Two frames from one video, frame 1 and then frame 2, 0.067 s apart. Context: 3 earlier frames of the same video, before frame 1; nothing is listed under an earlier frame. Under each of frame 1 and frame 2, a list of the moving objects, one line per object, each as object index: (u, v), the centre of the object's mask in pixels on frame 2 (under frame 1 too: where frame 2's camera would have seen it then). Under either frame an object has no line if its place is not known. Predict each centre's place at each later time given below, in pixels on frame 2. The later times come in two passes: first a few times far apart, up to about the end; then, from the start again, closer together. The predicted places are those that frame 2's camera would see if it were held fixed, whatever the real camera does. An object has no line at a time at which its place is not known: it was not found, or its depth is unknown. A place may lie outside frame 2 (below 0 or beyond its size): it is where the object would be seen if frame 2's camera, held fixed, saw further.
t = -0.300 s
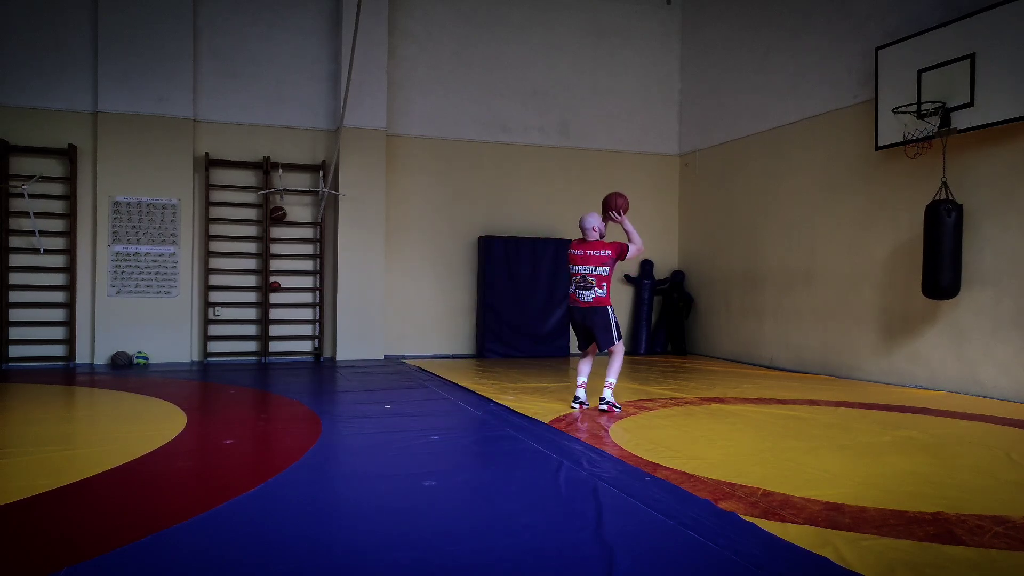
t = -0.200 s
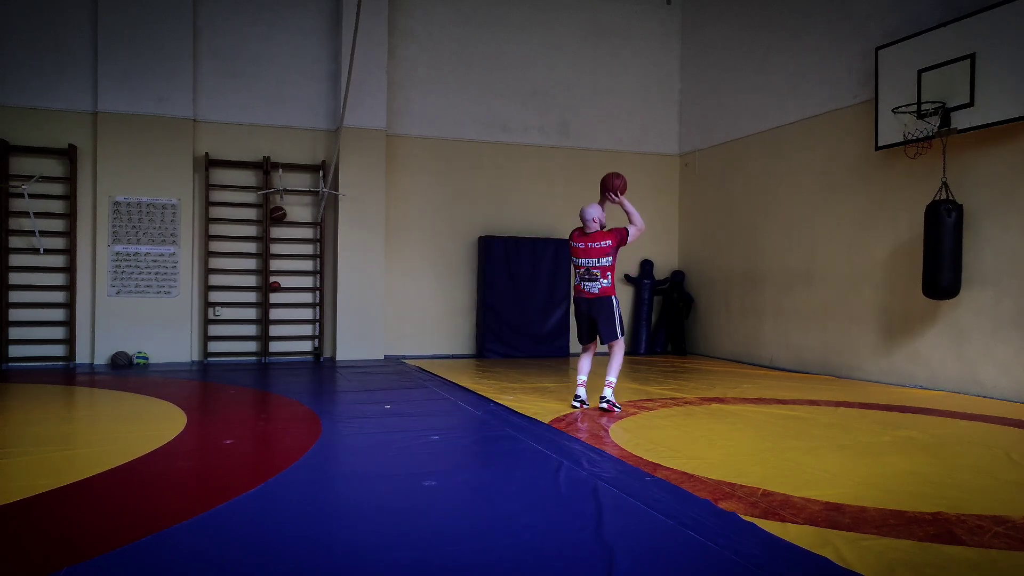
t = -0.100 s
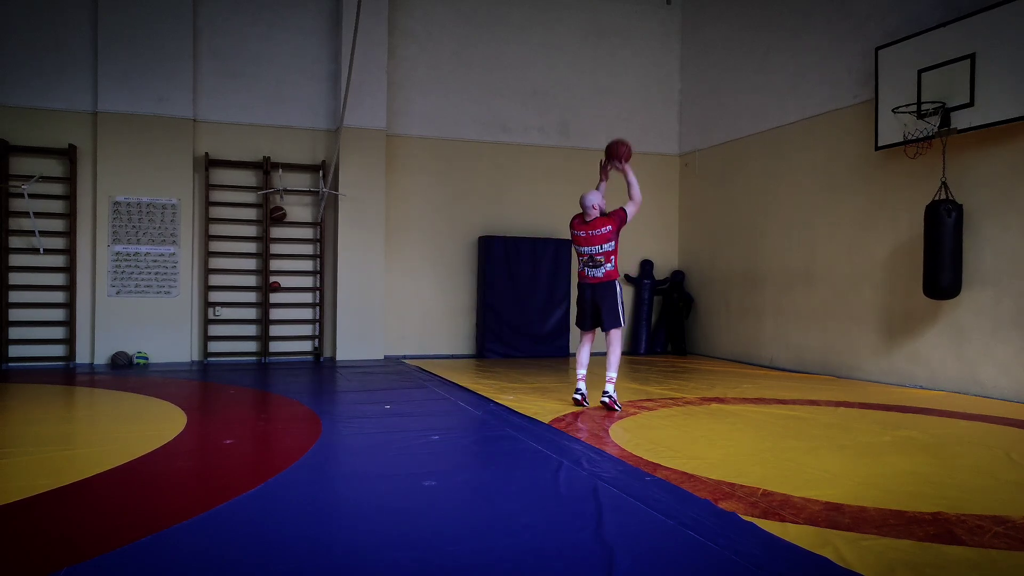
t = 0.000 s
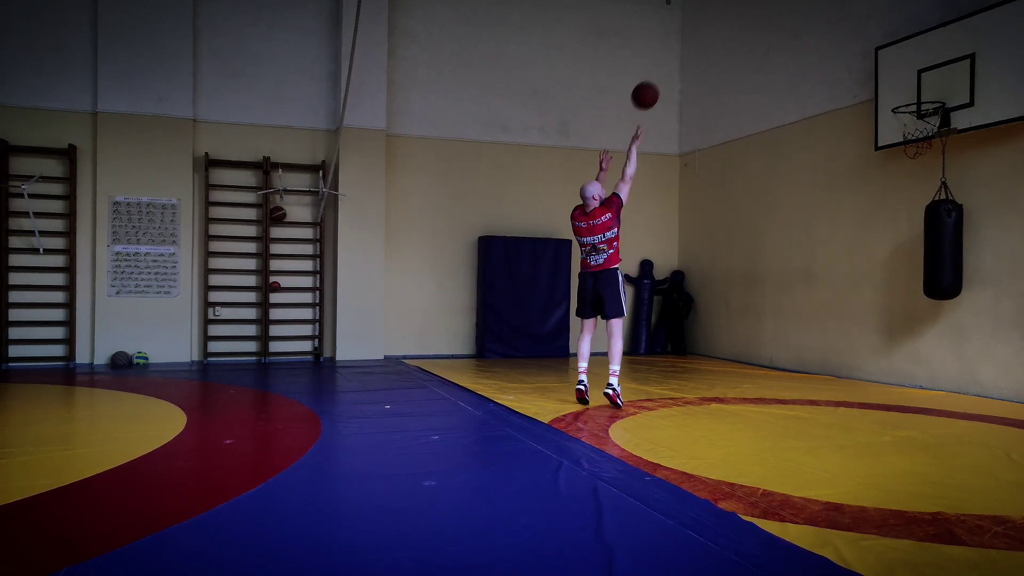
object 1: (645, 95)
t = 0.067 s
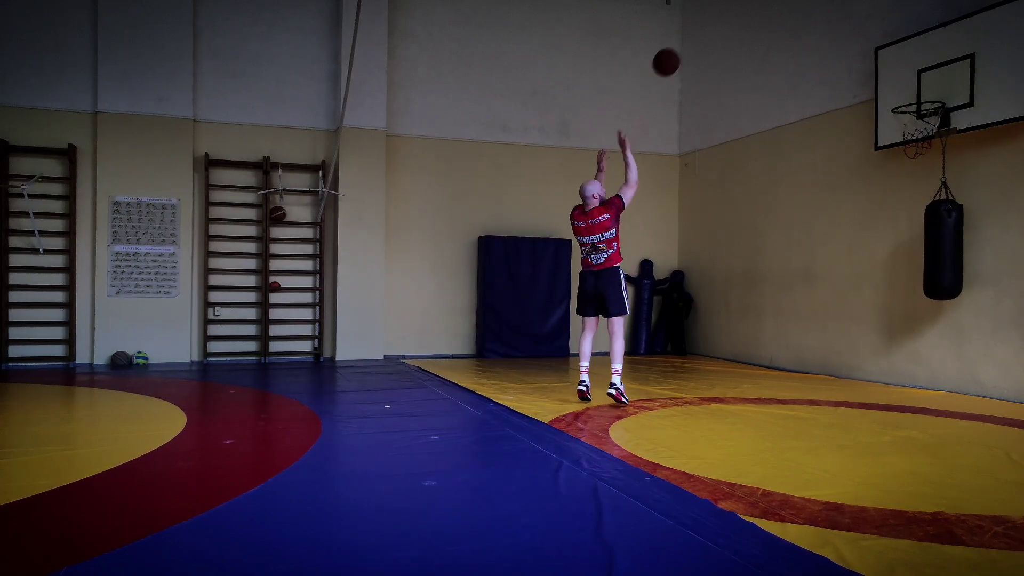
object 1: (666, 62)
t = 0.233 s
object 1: (716, 7)
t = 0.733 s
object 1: (850, 5)
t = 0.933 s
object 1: (897, 62)
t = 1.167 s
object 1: (913, 111)
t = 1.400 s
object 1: (903, 153)
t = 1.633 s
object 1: (894, 243)
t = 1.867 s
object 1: (886, 378)
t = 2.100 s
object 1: (878, 304)
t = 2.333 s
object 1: (869, 268)
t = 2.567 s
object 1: (861, 278)
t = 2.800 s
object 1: (852, 334)
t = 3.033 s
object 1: (844, 350)
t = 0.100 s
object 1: (676, 48)
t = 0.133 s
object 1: (687, 34)
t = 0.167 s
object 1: (697, 22)
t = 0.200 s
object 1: (707, 12)
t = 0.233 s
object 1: (716, 7)
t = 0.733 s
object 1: (850, 5)
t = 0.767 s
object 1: (858, 9)
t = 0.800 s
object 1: (866, 16)
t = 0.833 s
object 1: (874, 26)
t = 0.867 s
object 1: (882, 37)
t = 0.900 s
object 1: (889, 50)
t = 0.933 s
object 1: (897, 62)
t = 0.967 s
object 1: (904, 76)
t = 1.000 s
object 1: (911, 91)
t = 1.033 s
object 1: (919, 106)
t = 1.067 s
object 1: (917, 108)
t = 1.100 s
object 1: (916, 108)
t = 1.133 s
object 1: (915, 109)
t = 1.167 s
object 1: (913, 111)
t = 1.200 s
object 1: (912, 114)
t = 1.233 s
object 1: (909, 118)
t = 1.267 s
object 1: (908, 122)
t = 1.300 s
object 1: (908, 129)
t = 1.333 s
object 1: (906, 136)
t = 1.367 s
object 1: (904, 144)
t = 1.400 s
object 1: (903, 153)
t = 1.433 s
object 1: (902, 163)
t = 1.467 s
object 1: (900, 174)
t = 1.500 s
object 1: (899, 186)
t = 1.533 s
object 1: (897, 199)
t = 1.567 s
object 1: (896, 212)
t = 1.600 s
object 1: (895, 227)
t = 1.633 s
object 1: (894, 243)
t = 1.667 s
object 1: (892, 259)
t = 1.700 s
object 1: (891, 277)
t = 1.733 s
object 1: (890, 295)
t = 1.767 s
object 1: (889, 315)
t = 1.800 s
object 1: (888, 335)
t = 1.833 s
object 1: (887, 356)
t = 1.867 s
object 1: (886, 378)
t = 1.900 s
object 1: (885, 373)
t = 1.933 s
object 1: (883, 359)
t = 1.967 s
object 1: (882, 346)
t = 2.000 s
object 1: (881, 334)
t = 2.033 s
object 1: (880, 323)
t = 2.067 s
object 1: (879, 313)
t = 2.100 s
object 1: (878, 304)
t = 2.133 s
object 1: (877, 296)
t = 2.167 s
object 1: (875, 289)
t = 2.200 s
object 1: (874, 283)
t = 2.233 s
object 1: (873, 278)
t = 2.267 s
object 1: (872, 274)
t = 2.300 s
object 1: (871, 270)
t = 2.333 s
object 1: (869, 268)
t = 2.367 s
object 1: (868, 267)
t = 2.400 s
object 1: (867, 266)
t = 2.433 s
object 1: (866, 267)
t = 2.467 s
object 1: (864, 268)
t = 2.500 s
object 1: (863, 270)
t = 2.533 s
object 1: (862, 274)
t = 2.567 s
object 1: (861, 278)
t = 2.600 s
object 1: (860, 283)
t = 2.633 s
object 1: (858, 290)
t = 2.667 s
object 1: (857, 296)
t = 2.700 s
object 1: (856, 304)
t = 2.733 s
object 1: (855, 314)
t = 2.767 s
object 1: (854, 323)
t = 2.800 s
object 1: (852, 334)
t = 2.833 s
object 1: (851, 346)
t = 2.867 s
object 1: (850, 359)
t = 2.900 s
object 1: (849, 373)
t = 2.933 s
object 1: (847, 375)
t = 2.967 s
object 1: (846, 365)
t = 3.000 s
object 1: (845, 357)
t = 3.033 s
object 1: (844, 350)
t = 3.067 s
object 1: (843, 343)
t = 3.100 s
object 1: (842, 337)
